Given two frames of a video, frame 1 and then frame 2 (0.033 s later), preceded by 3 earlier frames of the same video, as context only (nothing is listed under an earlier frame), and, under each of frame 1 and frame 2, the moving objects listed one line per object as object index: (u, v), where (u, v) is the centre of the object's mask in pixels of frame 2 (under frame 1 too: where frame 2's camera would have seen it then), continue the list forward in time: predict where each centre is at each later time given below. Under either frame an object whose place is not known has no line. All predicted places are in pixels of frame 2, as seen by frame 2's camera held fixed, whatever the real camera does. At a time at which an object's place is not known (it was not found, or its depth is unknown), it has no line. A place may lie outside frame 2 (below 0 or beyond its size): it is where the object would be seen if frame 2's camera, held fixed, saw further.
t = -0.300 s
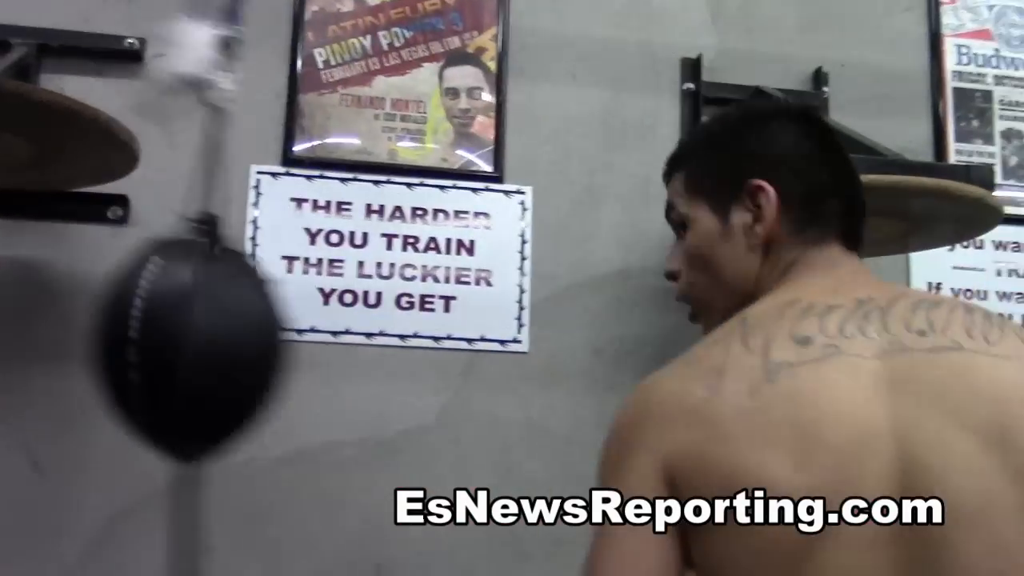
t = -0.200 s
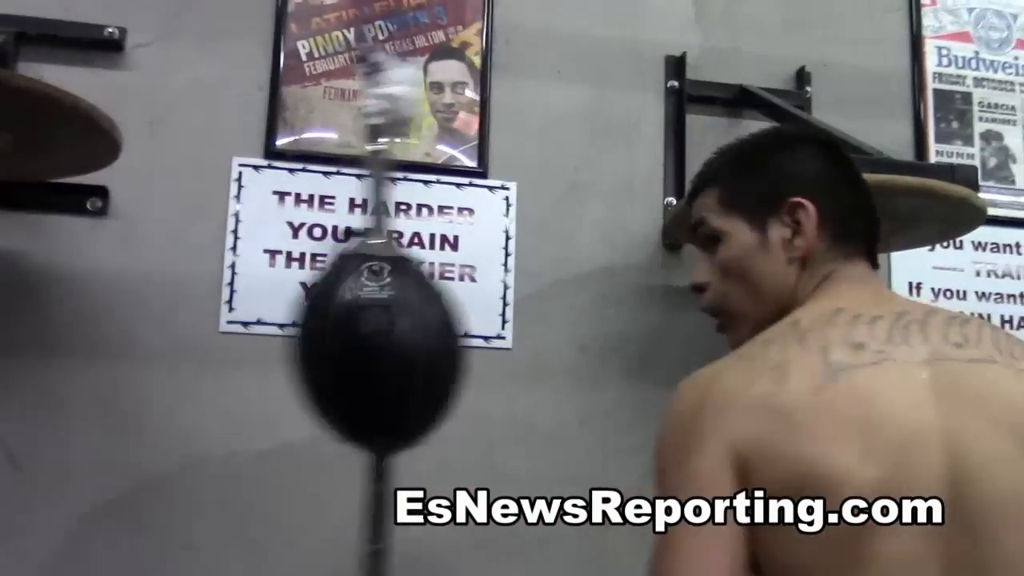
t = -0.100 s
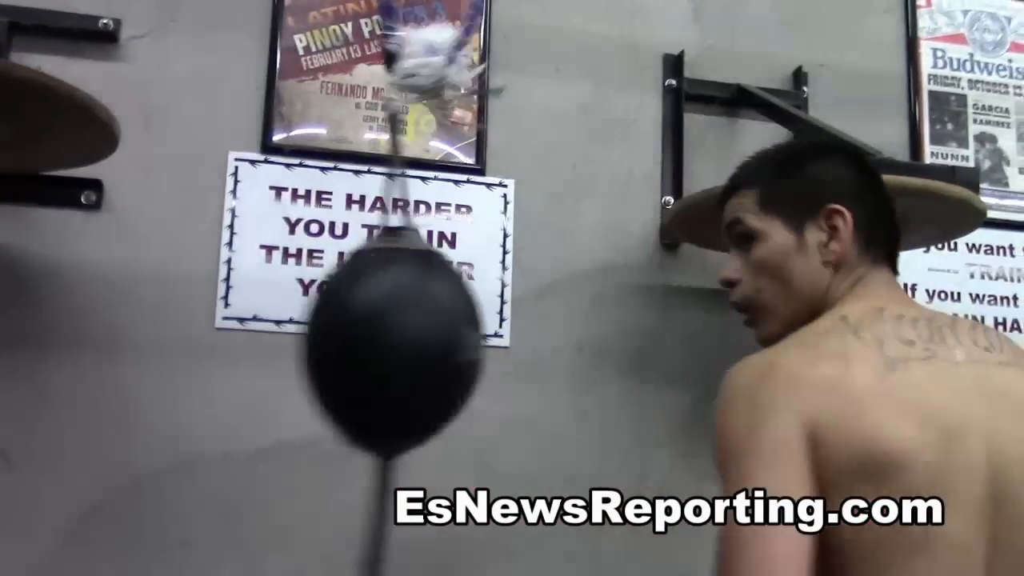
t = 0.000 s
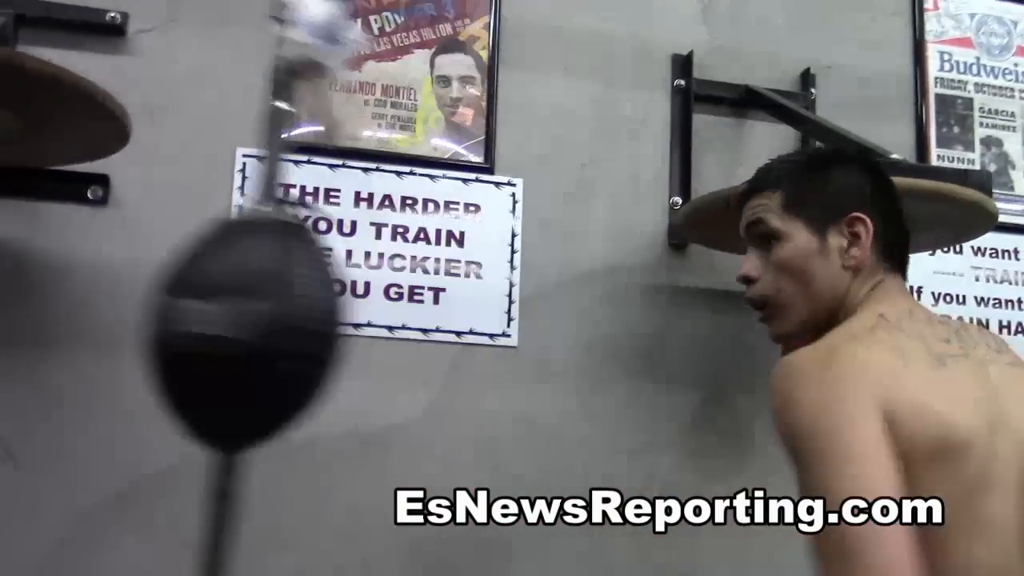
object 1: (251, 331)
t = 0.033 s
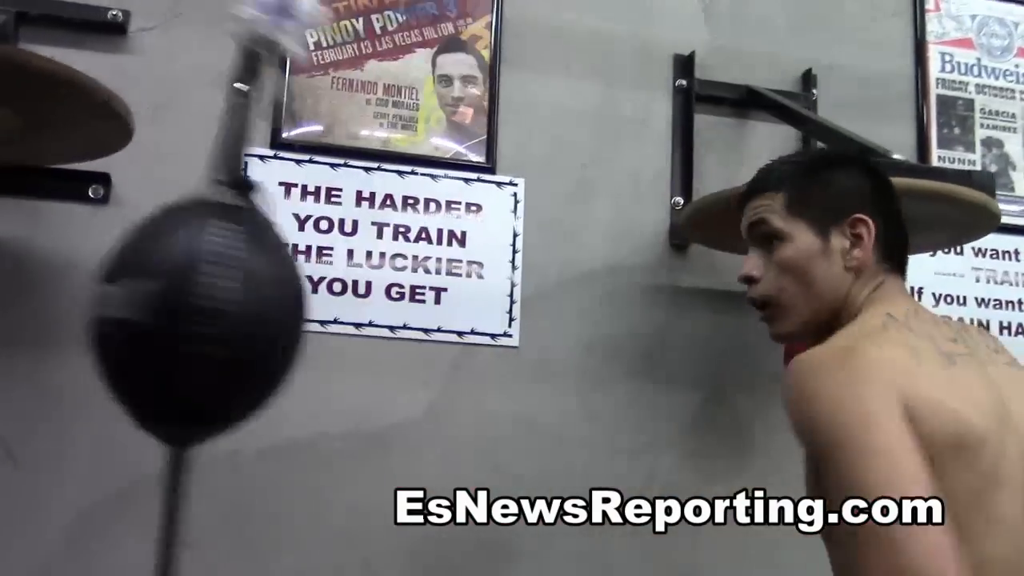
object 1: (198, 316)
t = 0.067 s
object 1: (172, 309)
